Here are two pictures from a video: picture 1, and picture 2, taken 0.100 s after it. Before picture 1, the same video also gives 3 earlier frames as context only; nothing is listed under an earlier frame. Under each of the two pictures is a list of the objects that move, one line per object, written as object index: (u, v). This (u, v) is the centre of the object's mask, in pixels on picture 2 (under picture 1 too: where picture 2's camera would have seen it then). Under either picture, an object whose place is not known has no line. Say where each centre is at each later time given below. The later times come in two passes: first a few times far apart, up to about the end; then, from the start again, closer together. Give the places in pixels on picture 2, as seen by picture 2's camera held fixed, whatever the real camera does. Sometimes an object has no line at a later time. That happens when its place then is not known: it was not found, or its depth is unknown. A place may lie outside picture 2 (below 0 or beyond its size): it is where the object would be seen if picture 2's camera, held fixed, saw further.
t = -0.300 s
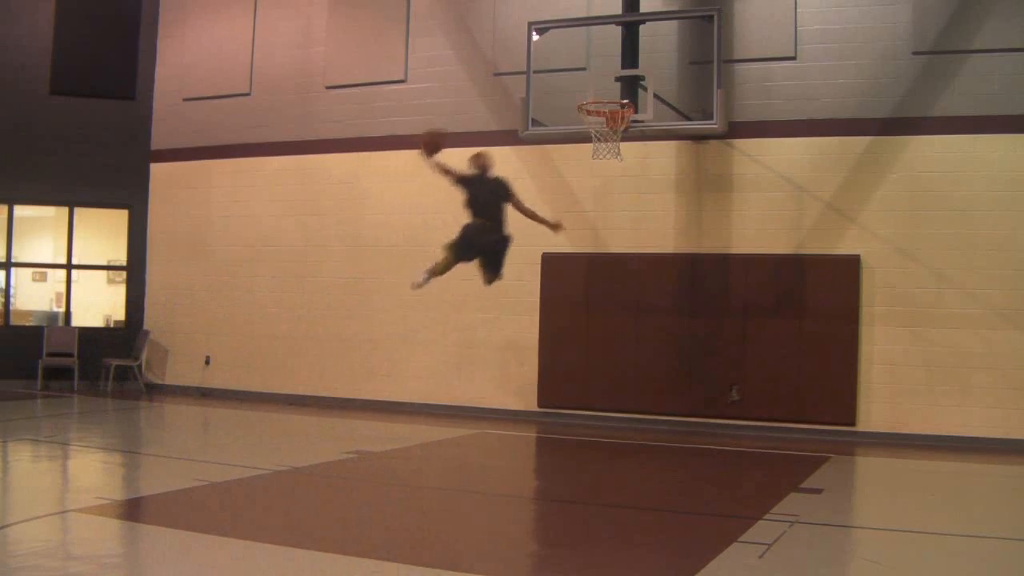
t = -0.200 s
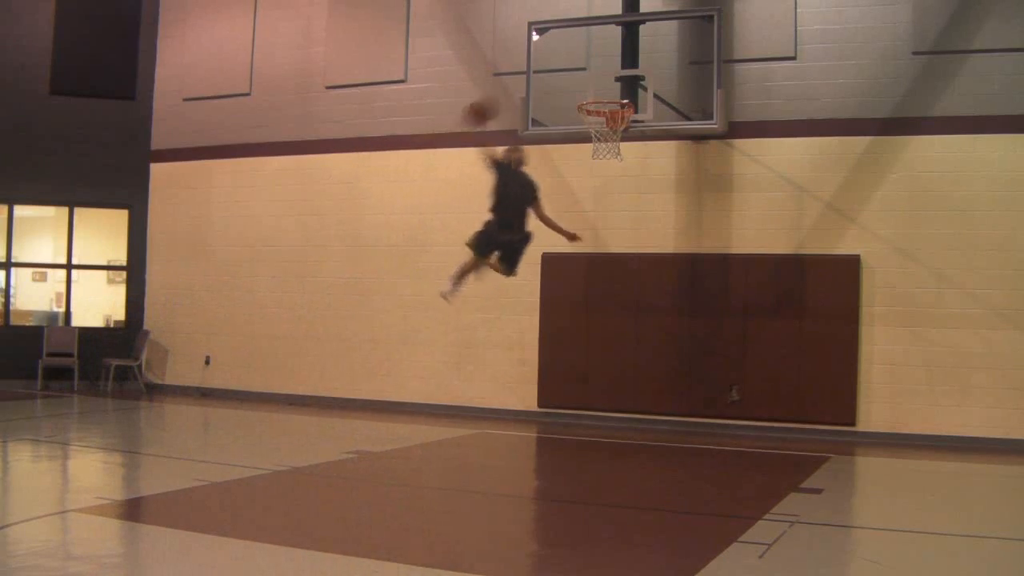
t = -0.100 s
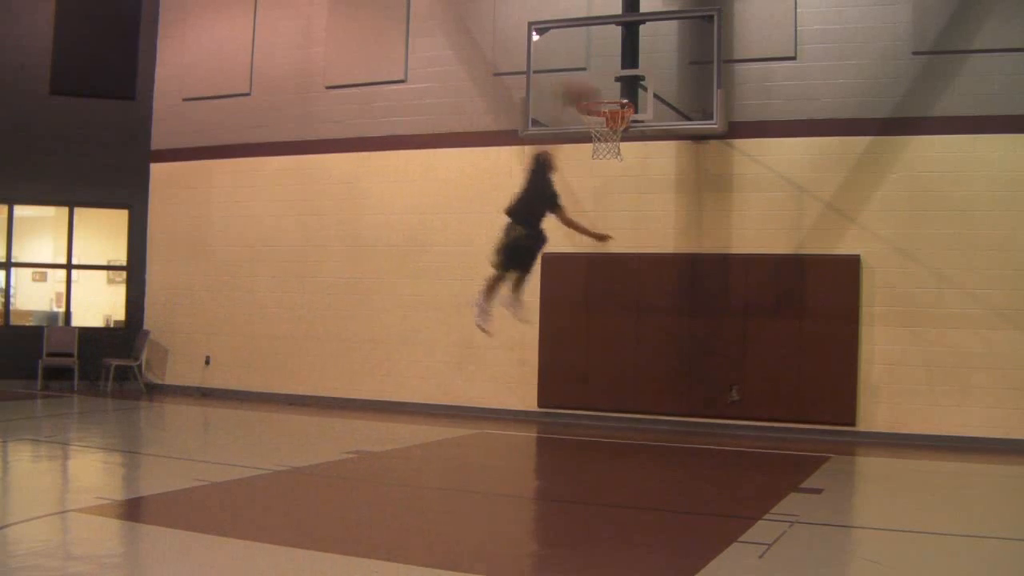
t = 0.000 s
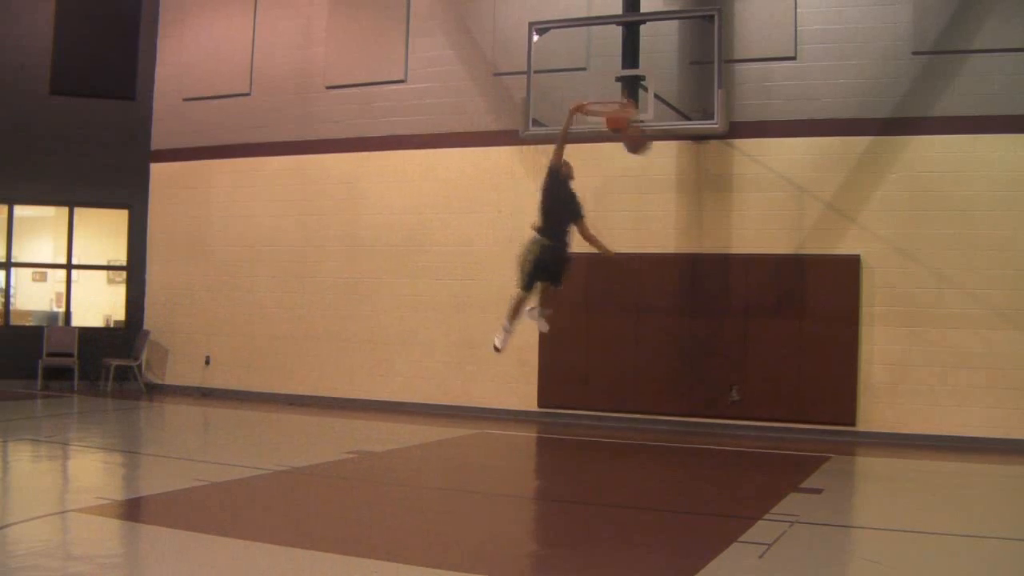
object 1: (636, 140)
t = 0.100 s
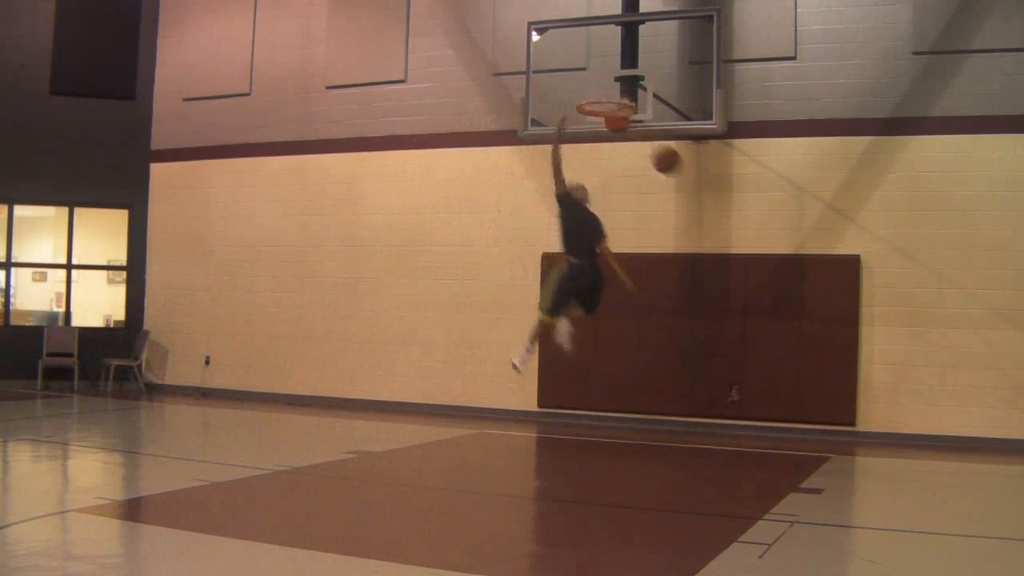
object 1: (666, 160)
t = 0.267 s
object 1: (717, 220)
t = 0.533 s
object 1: (798, 385)
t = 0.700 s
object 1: (819, 412)
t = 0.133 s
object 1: (676, 169)
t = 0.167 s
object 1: (686, 180)
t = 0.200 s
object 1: (696, 192)
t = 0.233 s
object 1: (707, 207)
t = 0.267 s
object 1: (717, 220)
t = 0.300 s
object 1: (728, 236)
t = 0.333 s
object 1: (740, 247)
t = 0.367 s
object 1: (744, 267)
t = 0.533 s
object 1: (798, 385)
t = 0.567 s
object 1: (809, 412)
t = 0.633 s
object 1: (827, 452)
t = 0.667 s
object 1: (823, 435)
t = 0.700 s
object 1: (819, 412)
